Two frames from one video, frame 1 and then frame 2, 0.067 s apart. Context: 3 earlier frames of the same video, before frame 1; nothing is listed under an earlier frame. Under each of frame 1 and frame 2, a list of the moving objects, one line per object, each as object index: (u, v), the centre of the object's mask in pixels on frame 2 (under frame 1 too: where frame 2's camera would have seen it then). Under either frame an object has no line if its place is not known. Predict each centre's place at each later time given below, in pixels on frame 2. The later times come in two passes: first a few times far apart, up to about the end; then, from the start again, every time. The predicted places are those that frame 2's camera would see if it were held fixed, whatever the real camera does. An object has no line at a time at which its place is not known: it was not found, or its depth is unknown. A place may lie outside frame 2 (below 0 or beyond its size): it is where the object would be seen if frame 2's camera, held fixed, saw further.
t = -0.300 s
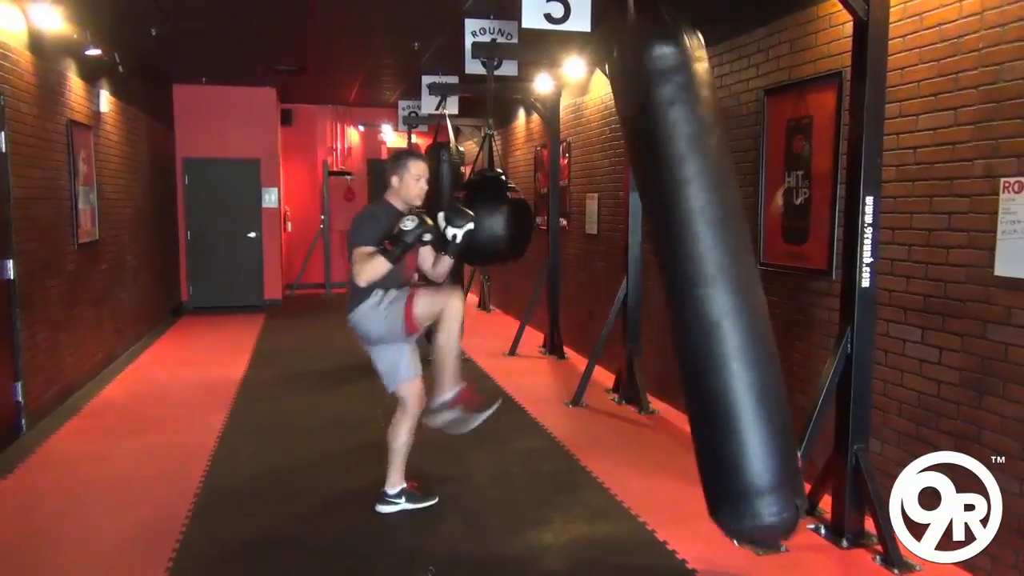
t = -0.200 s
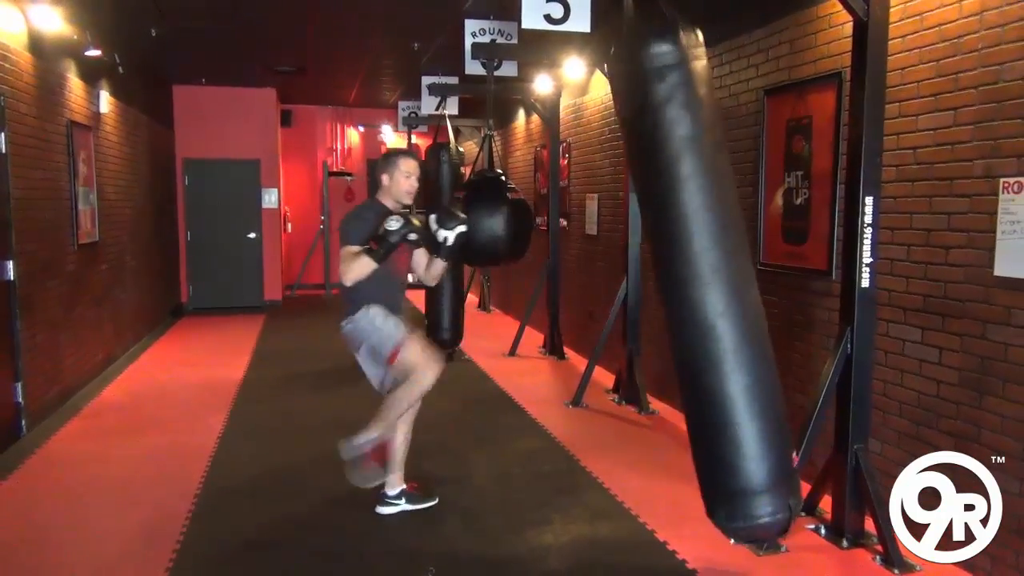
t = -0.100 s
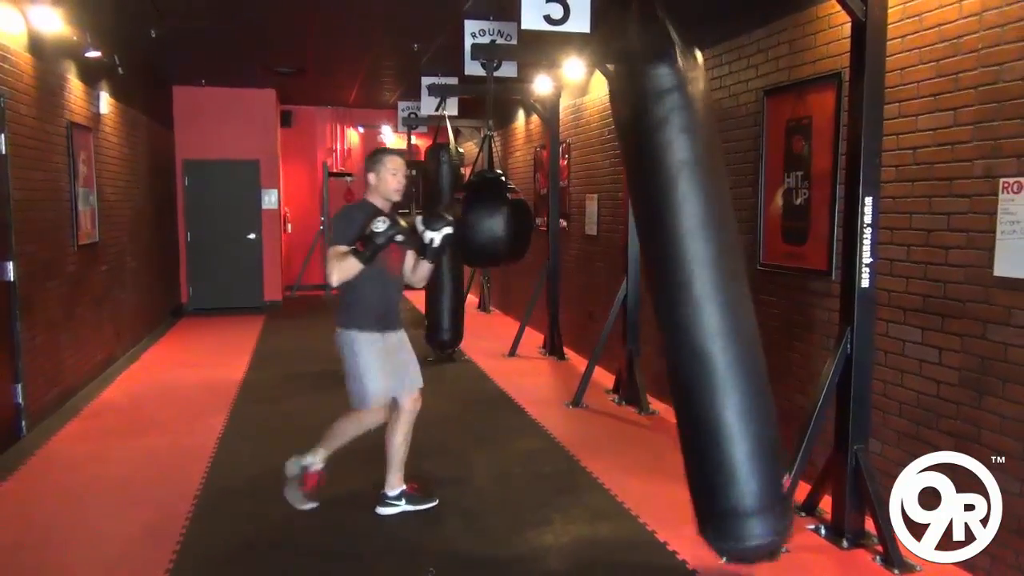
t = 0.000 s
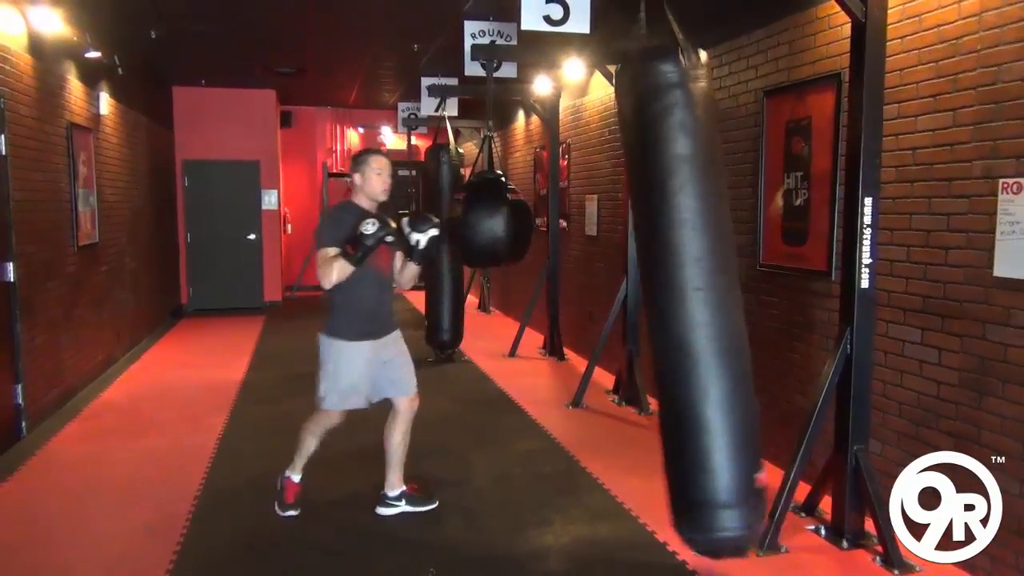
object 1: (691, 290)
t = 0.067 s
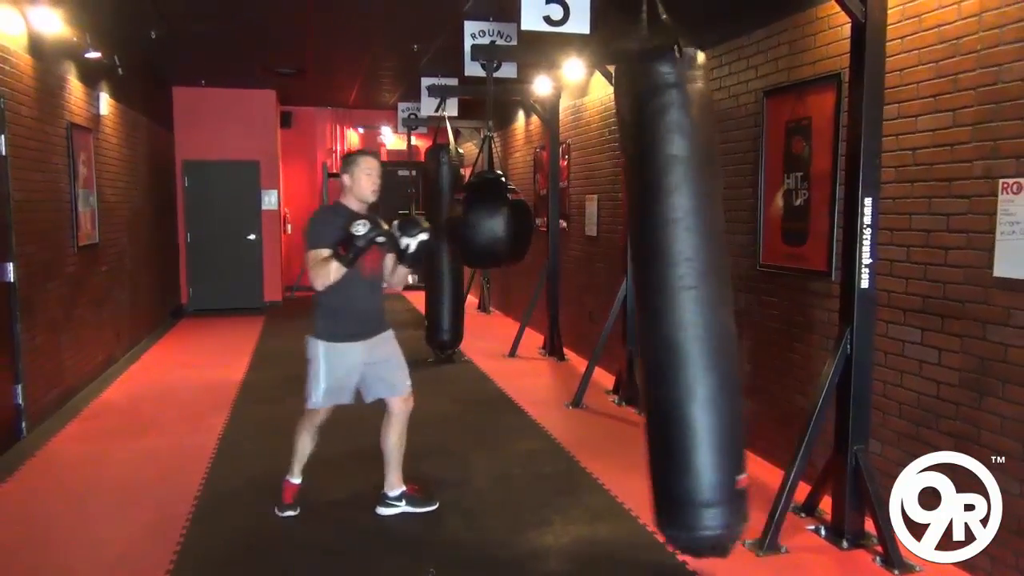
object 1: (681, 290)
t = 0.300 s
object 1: (640, 280)
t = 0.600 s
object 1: (593, 272)
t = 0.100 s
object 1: (677, 291)
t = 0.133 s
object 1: (669, 289)
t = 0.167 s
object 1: (663, 291)
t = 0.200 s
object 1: (656, 288)
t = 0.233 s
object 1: (649, 284)
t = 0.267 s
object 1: (645, 280)
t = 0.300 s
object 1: (640, 280)
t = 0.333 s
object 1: (635, 280)
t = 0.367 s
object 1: (629, 281)
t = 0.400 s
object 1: (621, 281)
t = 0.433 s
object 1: (615, 280)
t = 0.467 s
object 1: (609, 279)
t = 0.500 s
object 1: (604, 278)
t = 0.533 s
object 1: (600, 278)
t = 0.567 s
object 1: (596, 276)
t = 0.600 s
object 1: (593, 272)
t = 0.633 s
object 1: (588, 270)
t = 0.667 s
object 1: (584, 269)
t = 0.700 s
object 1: (579, 268)
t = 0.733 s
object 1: (576, 266)
